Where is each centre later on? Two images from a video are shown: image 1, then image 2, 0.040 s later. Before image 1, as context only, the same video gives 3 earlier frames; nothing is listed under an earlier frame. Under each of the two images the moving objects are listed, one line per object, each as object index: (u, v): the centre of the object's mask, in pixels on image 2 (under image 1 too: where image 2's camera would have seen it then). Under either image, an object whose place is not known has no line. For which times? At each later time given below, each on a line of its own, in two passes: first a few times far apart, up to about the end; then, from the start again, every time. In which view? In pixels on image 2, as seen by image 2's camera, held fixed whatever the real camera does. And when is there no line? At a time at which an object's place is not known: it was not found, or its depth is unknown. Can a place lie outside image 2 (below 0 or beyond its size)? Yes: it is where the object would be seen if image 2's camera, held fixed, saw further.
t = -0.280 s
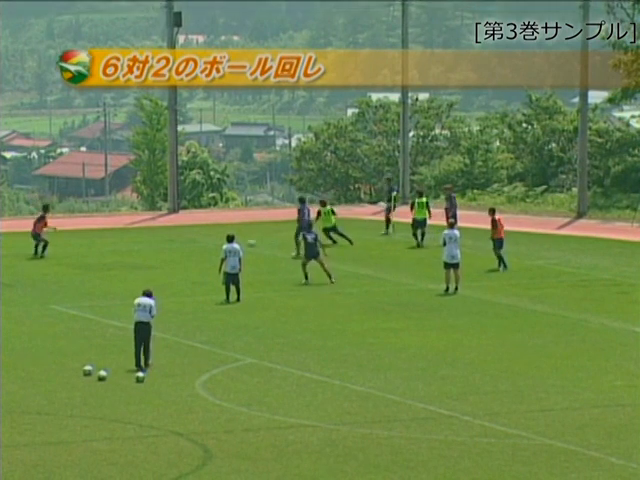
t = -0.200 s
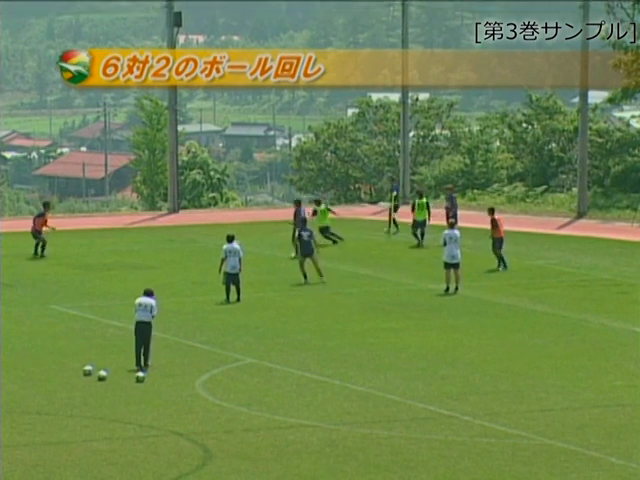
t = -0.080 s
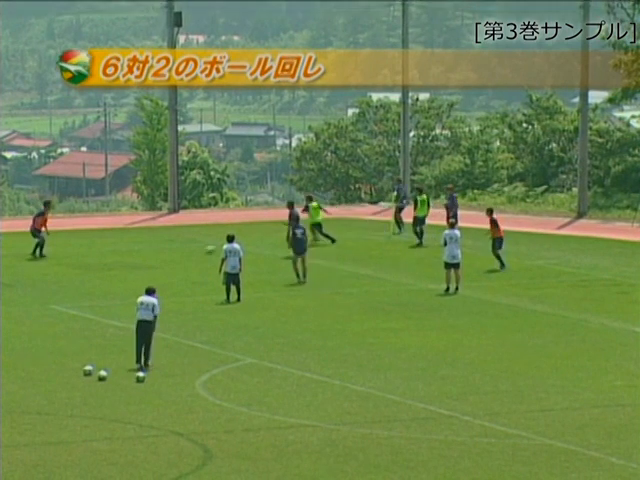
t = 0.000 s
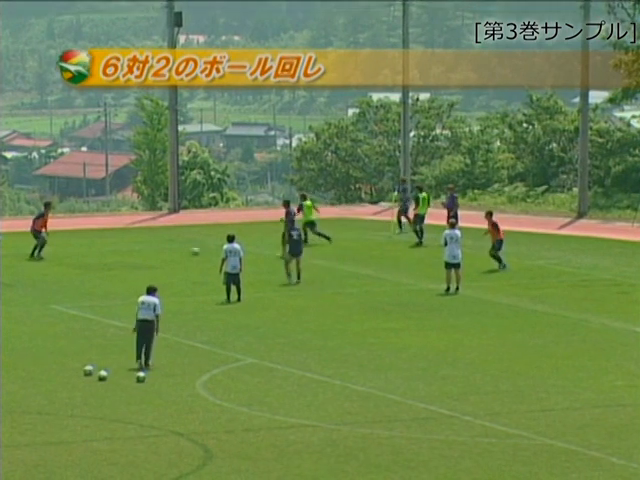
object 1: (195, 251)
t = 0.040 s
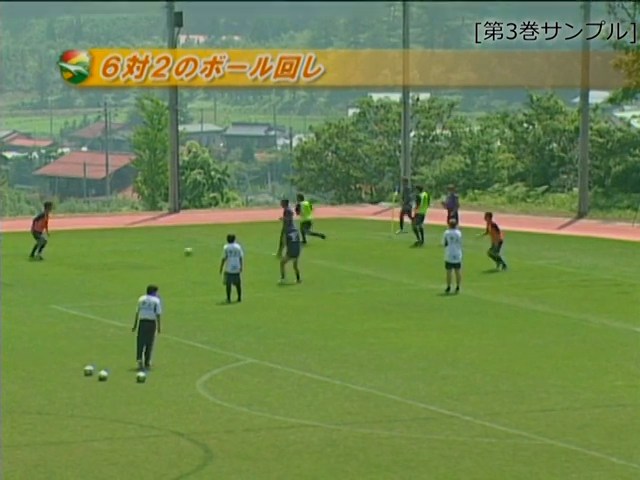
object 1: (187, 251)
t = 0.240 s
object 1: (154, 254)
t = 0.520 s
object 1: (116, 258)
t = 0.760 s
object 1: (87, 259)
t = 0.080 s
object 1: (181, 252)
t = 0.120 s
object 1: (174, 253)
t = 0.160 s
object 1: (167, 254)
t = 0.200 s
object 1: (160, 254)
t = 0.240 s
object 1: (154, 254)
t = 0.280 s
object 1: (149, 255)
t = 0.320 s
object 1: (143, 255)
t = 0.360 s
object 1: (137, 256)
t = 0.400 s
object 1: (132, 256)
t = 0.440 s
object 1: (126, 256)
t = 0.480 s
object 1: (121, 257)
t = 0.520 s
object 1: (116, 258)
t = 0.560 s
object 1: (112, 257)
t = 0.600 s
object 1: (106, 257)
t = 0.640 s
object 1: (101, 258)
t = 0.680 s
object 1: (96, 258)
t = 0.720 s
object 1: (92, 259)
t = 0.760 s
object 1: (87, 259)
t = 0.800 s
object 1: (82, 260)
